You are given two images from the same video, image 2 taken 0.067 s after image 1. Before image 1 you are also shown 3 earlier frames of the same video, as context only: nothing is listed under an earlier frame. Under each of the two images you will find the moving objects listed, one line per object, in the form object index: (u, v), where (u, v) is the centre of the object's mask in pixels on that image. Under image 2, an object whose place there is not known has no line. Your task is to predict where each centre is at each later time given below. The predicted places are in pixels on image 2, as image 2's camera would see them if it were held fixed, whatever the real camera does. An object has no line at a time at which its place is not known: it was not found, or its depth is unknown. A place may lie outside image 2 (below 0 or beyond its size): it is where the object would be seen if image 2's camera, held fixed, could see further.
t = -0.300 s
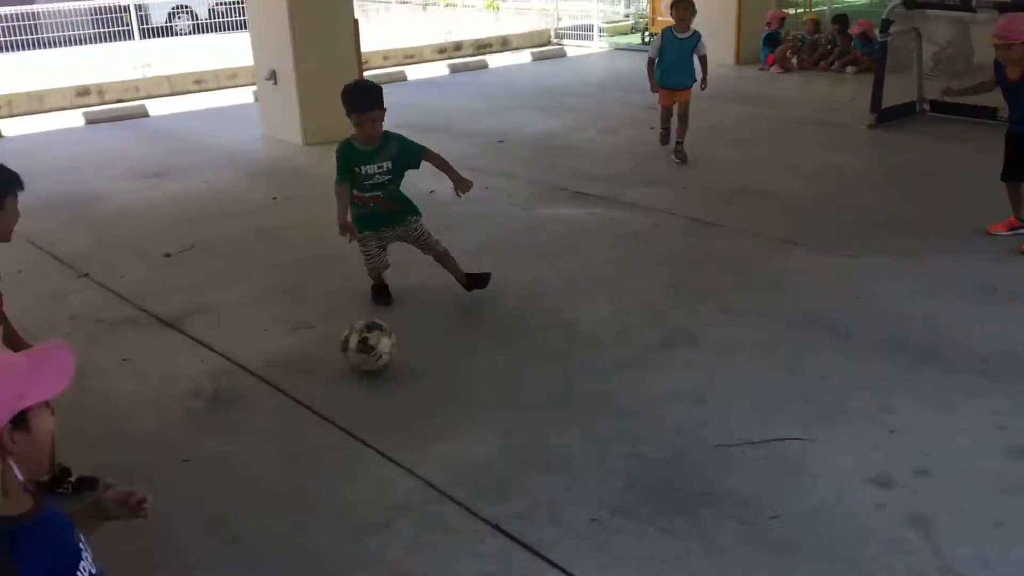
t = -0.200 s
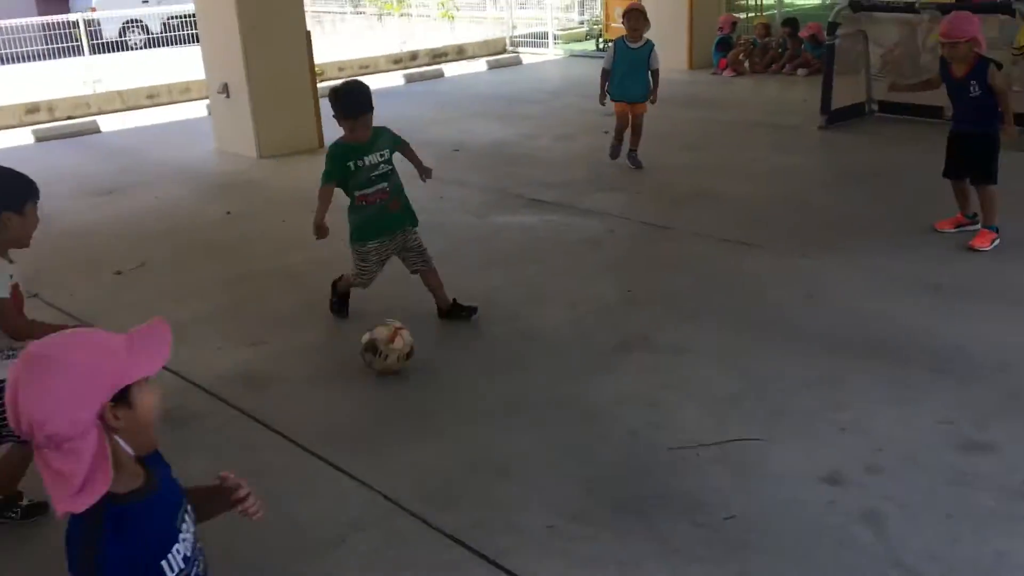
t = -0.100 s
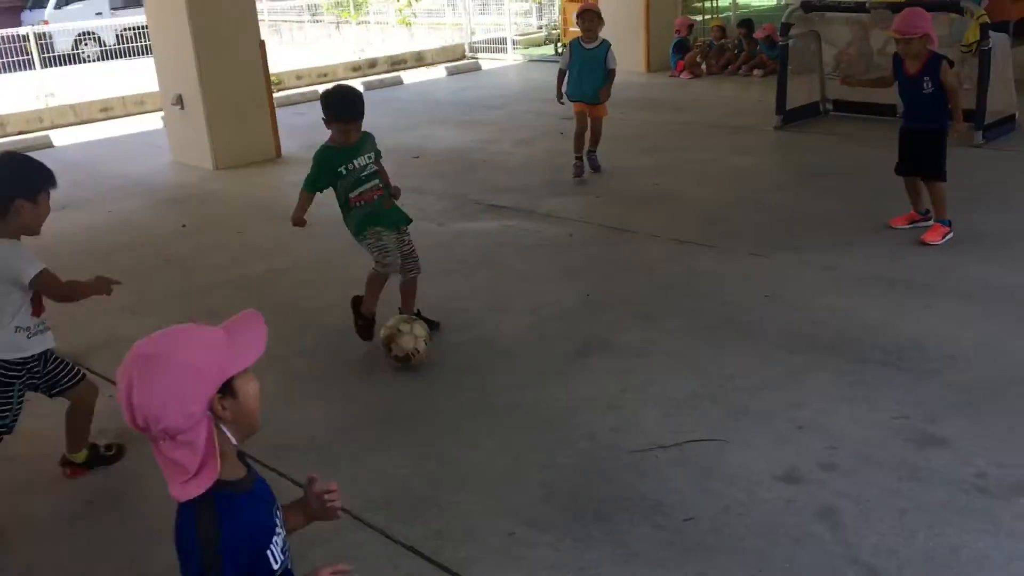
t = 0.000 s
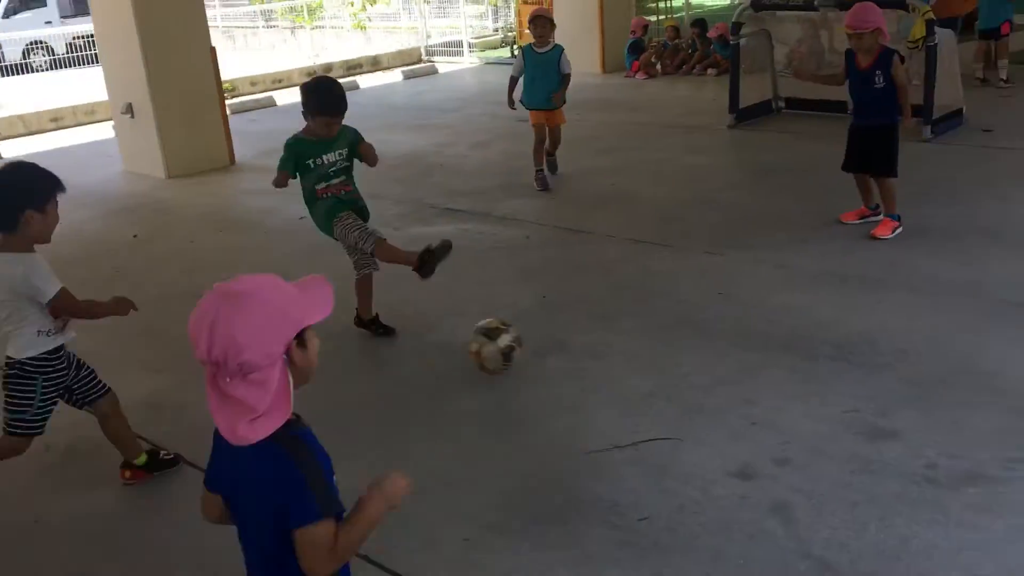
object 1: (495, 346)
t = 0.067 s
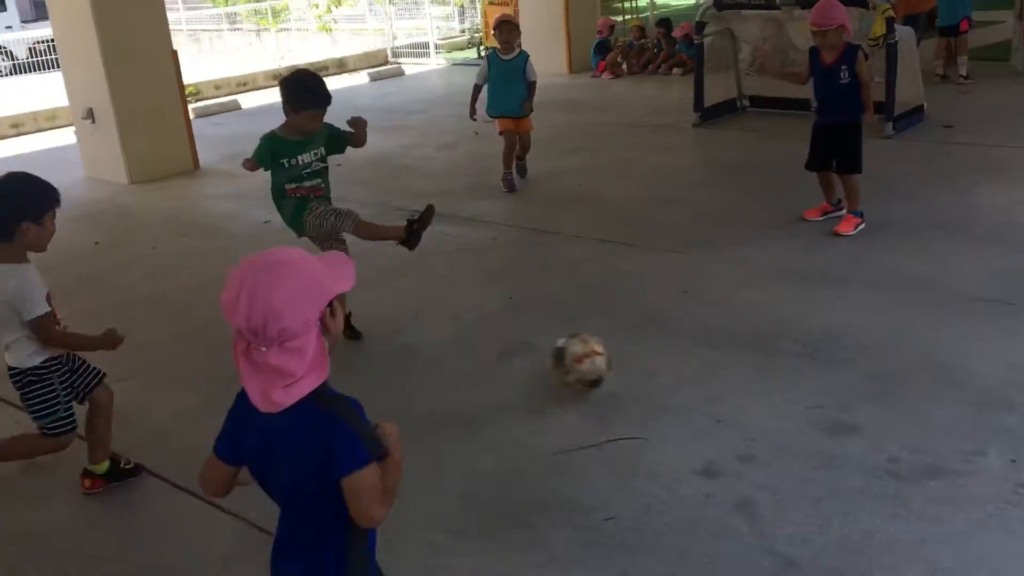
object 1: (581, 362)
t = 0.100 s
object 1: (646, 374)
